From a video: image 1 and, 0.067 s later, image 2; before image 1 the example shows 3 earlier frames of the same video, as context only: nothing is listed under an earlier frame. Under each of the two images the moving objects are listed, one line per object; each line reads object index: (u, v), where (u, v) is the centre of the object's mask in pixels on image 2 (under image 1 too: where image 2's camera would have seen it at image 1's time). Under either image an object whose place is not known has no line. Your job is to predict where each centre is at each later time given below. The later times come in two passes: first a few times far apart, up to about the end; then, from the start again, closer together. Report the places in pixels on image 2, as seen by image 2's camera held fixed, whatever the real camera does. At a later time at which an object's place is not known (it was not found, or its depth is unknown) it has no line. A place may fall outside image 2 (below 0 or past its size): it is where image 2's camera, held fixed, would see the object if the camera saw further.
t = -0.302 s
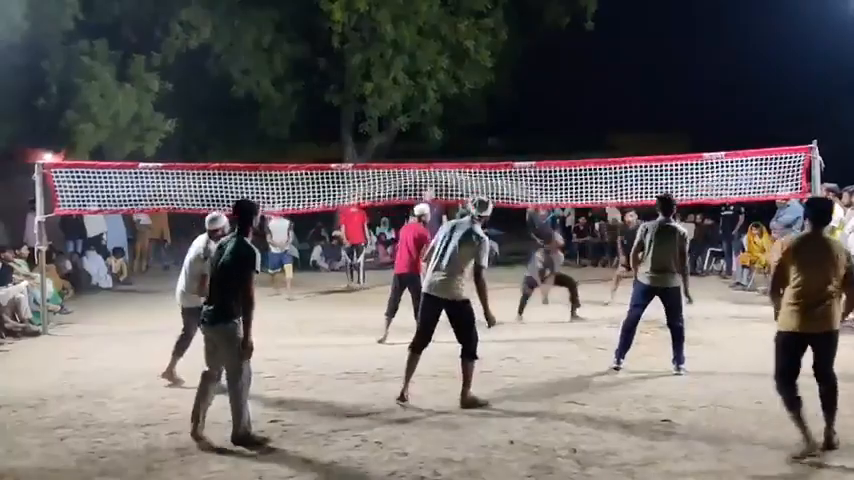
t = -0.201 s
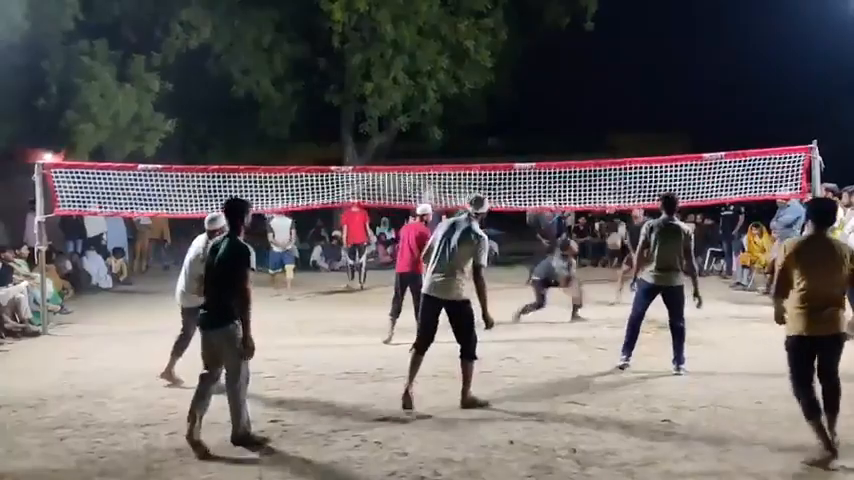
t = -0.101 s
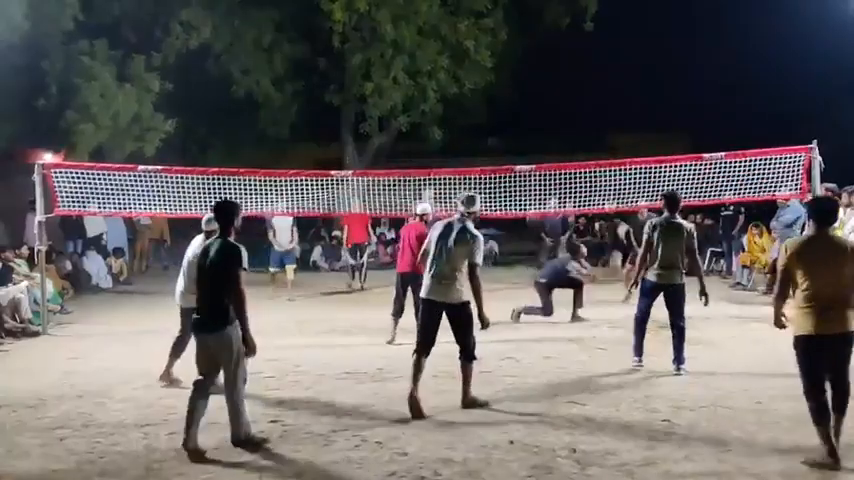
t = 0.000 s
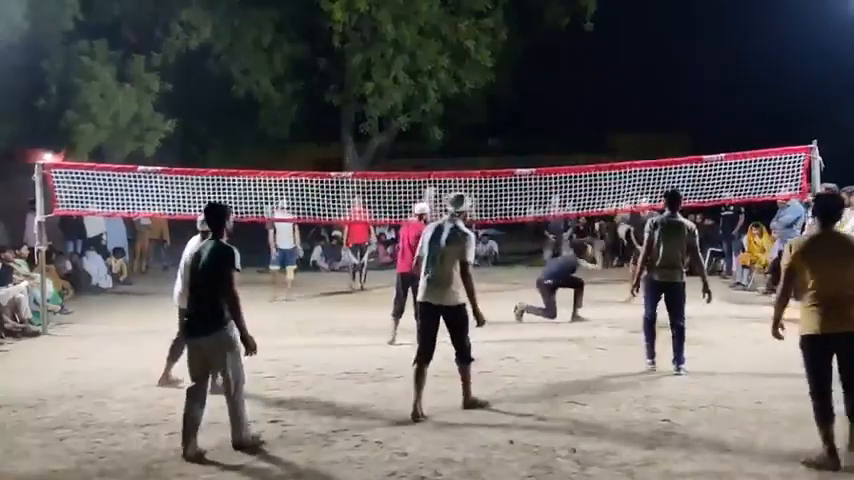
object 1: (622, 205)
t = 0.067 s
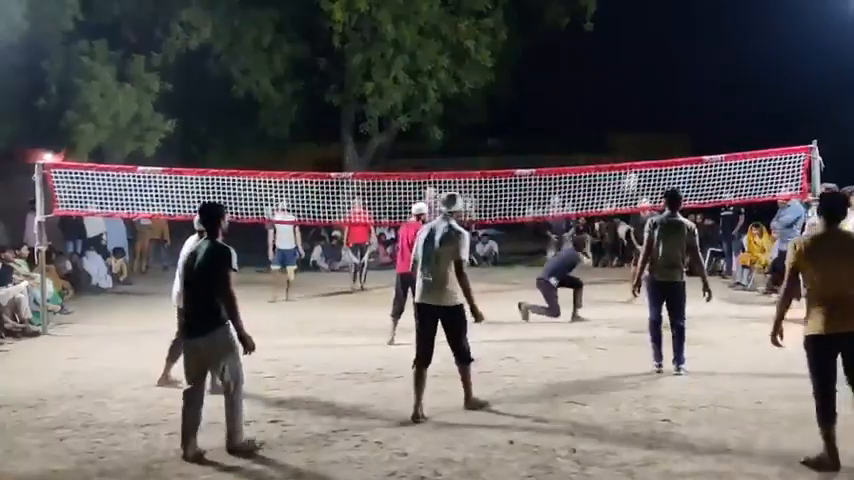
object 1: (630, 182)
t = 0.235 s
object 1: (643, 126)
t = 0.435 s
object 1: (665, 81)
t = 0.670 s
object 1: (681, 83)
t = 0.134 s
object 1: (635, 154)
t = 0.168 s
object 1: (638, 146)
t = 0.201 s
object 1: (640, 136)
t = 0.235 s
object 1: (643, 126)
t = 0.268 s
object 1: (646, 118)
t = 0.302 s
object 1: (649, 110)
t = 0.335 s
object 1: (652, 103)
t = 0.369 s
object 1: (654, 97)
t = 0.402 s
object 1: (660, 87)
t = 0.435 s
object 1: (665, 81)
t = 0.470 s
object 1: (667, 79)
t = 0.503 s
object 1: (670, 78)
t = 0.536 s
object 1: (672, 77)
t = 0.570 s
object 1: (675, 78)
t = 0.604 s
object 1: (677, 79)
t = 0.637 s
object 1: (679, 81)
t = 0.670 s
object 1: (681, 83)
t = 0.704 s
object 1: (684, 86)
